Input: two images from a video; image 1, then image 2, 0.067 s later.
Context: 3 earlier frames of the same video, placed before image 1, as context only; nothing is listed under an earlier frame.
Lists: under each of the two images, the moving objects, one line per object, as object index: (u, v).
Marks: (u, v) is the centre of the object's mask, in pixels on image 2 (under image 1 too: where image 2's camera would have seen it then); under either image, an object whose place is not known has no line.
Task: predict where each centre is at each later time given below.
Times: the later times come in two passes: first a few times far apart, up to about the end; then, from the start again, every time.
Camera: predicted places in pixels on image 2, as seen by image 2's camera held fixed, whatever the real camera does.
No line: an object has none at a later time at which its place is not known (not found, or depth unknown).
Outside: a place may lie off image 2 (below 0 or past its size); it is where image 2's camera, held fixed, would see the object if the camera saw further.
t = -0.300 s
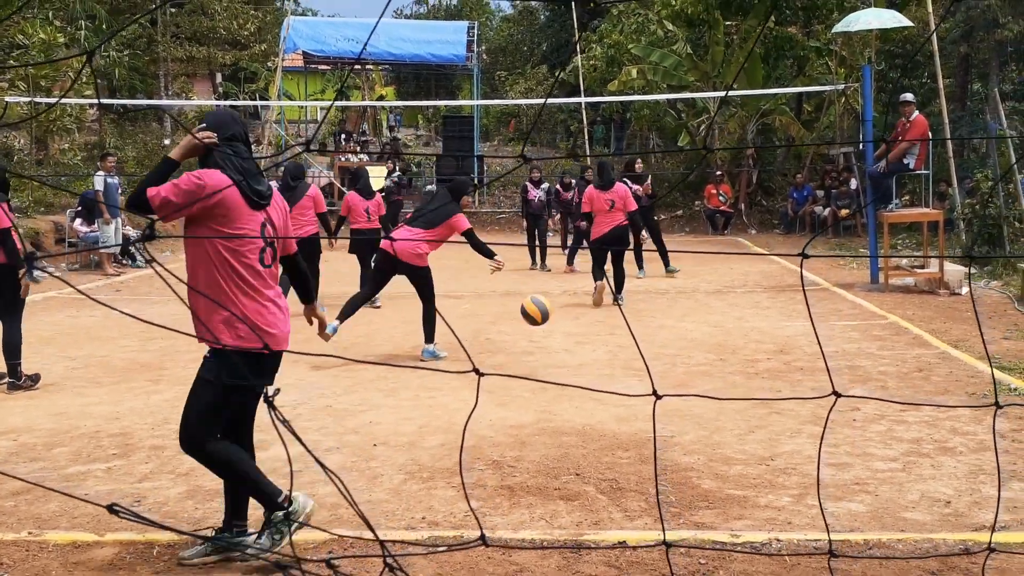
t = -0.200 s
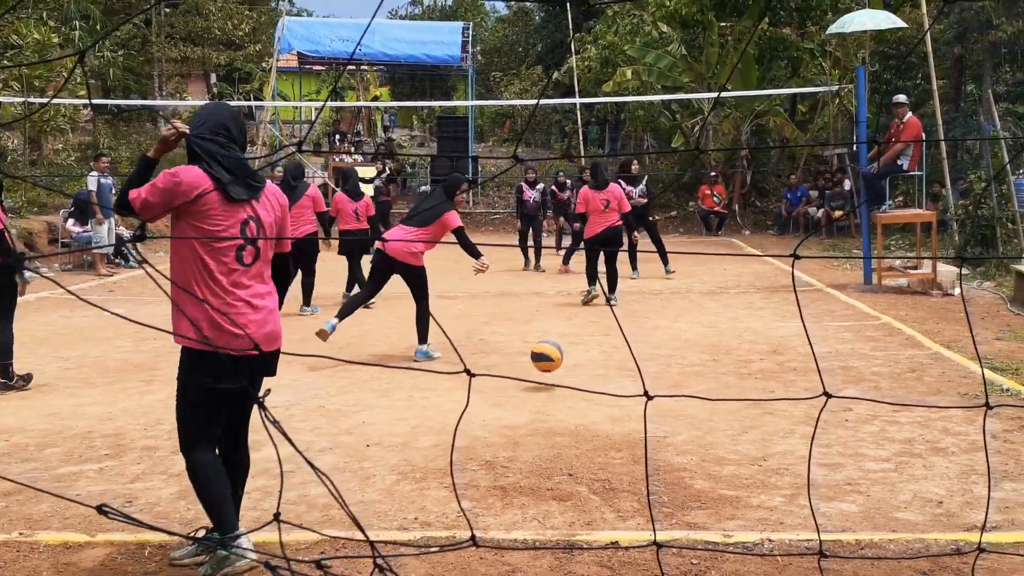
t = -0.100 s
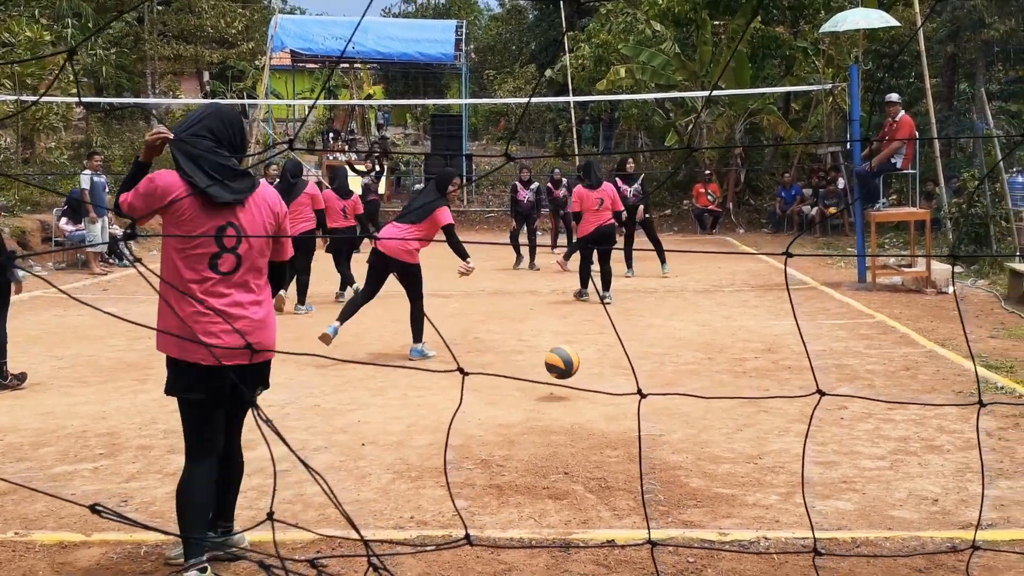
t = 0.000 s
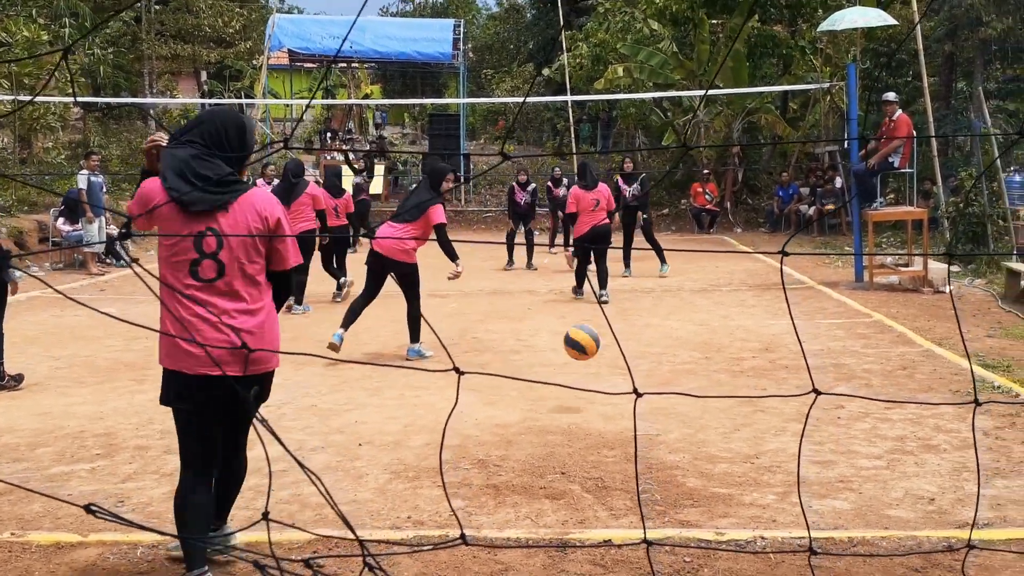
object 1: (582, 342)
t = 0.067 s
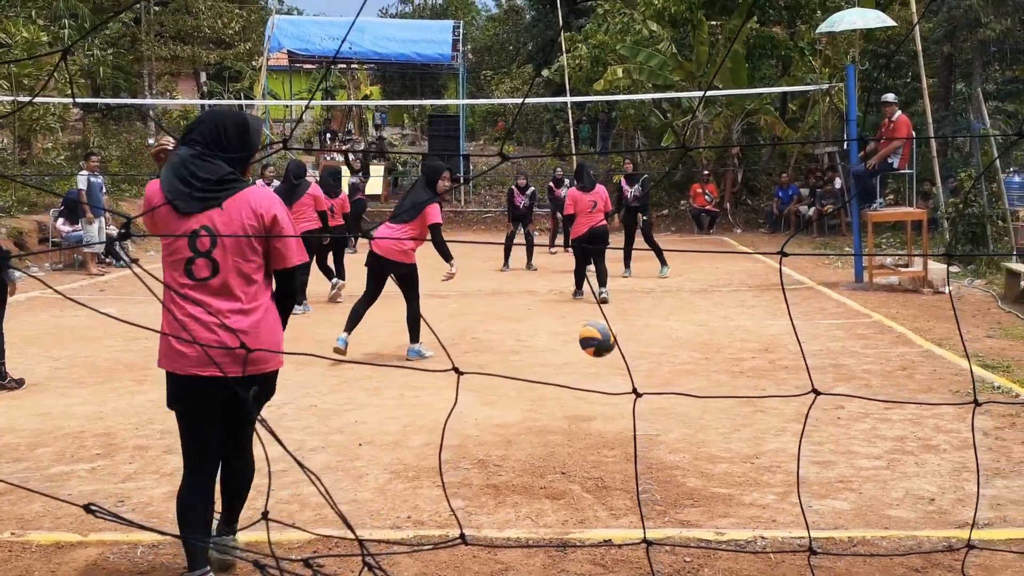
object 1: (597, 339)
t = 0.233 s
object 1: (644, 364)
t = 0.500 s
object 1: (741, 422)
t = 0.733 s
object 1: (862, 446)
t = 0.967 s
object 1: (1009, 545)
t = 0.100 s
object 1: (607, 340)
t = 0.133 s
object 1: (615, 342)
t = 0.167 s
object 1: (624, 347)
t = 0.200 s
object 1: (634, 354)
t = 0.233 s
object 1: (644, 364)
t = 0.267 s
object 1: (654, 376)
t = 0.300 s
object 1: (664, 392)
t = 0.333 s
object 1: (675, 411)
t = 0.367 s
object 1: (688, 432)
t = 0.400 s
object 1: (700, 449)
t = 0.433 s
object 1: (712, 437)
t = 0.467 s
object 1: (726, 428)
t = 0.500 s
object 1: (741, 422)
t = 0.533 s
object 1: (756, 417)
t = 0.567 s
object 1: (772, 415)
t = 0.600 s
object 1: (787, 415)
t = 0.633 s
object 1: (805, 419)
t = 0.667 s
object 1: (823, 423)
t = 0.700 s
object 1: (842, 433)
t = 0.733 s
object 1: (862, 446)
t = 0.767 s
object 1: (884, 463)
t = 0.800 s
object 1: (905, 485)
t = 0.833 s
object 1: (928, 509)
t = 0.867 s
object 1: (951, 540)
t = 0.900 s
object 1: (975, 552)
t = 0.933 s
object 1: (997, 548)
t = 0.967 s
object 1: (1009, 545)
